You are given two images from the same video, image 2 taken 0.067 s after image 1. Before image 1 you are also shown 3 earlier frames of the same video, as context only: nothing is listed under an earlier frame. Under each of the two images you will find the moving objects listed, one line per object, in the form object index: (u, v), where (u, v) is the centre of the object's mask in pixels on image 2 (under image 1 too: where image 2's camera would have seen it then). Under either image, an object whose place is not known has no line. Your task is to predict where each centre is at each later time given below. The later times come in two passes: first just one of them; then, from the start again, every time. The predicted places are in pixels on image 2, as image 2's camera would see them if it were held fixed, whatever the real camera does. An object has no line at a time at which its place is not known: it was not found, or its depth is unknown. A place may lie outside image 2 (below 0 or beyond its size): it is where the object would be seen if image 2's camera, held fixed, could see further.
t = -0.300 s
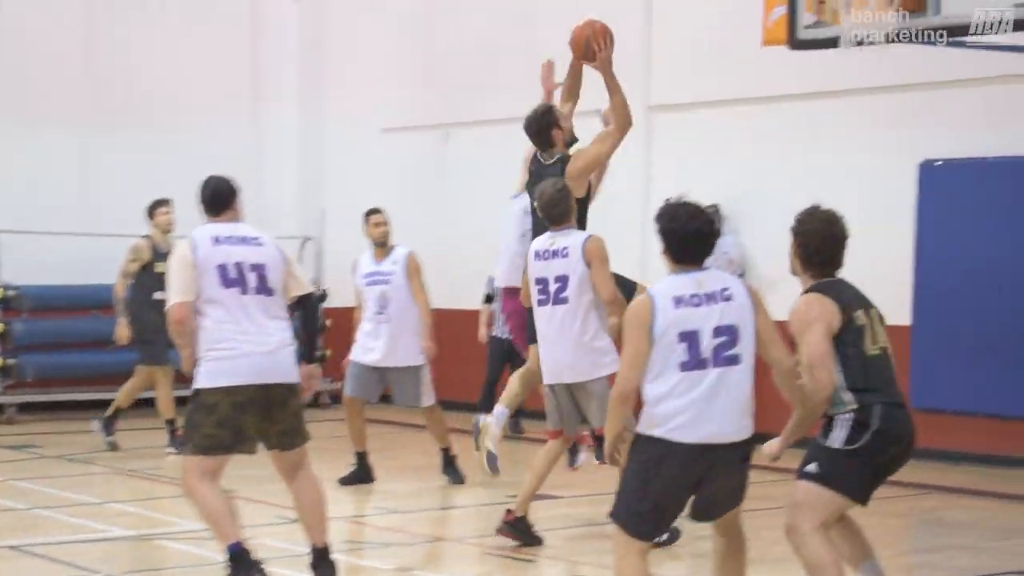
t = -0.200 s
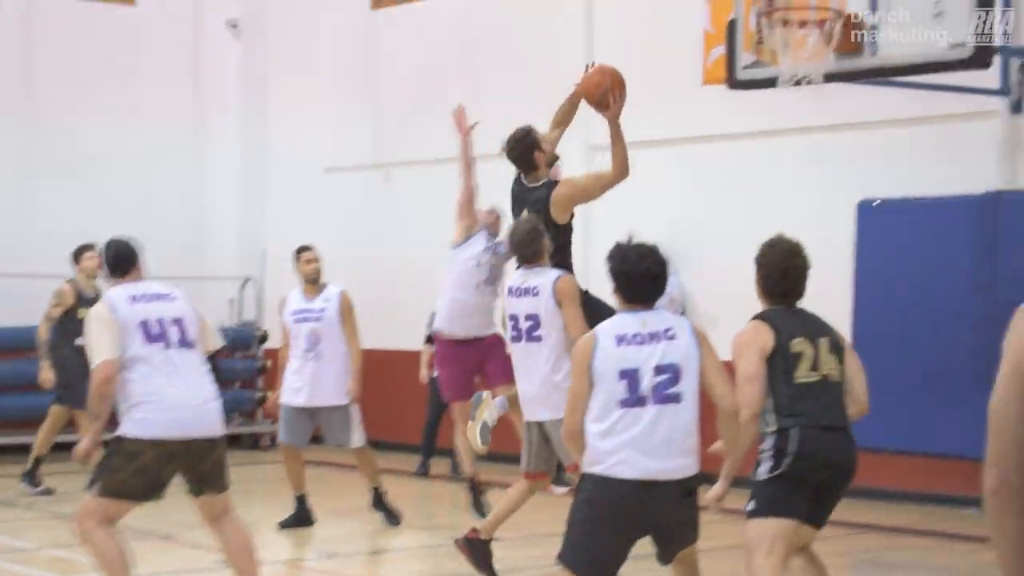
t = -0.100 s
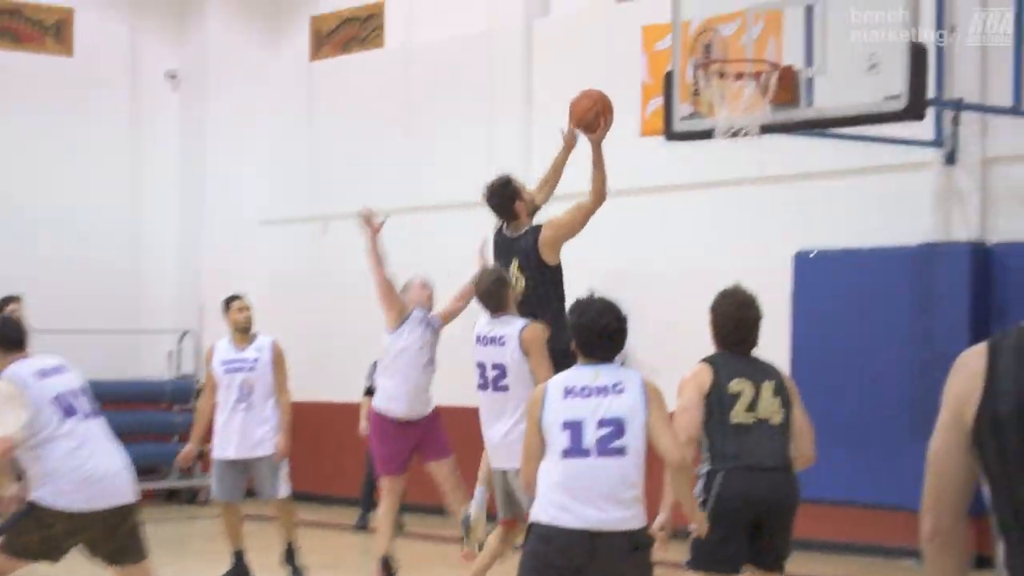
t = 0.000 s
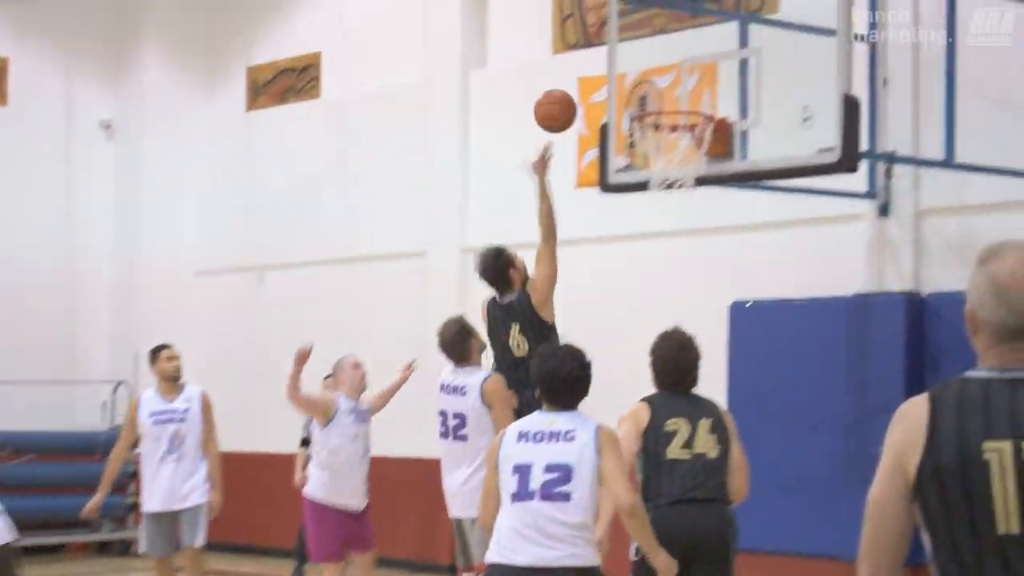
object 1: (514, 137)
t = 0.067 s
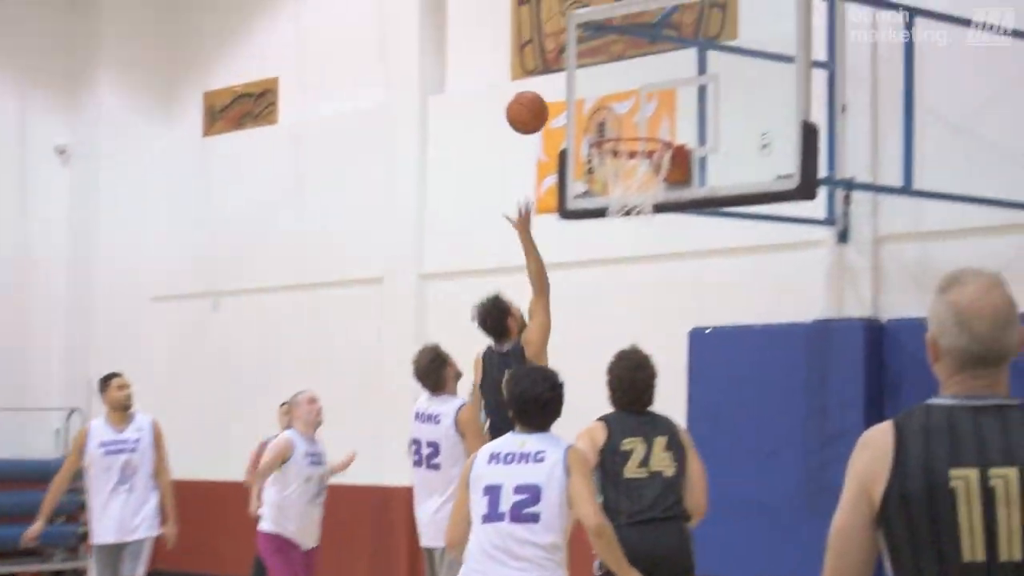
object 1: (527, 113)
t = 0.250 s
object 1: (561, 87)
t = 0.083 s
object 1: (530, 107)
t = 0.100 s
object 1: (534, 103)
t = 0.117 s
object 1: (537, 99)
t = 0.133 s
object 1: (540, 96)
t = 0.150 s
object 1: (543, 93)
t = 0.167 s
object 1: (546, 91)
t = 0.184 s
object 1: (549, 89)
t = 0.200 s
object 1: (552, 88)
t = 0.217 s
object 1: (555, 87)
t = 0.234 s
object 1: (558, 87)
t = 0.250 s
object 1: (561, 87)
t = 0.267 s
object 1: (563, 88)
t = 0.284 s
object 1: (566, 89)
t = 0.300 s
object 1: (569, 90)
